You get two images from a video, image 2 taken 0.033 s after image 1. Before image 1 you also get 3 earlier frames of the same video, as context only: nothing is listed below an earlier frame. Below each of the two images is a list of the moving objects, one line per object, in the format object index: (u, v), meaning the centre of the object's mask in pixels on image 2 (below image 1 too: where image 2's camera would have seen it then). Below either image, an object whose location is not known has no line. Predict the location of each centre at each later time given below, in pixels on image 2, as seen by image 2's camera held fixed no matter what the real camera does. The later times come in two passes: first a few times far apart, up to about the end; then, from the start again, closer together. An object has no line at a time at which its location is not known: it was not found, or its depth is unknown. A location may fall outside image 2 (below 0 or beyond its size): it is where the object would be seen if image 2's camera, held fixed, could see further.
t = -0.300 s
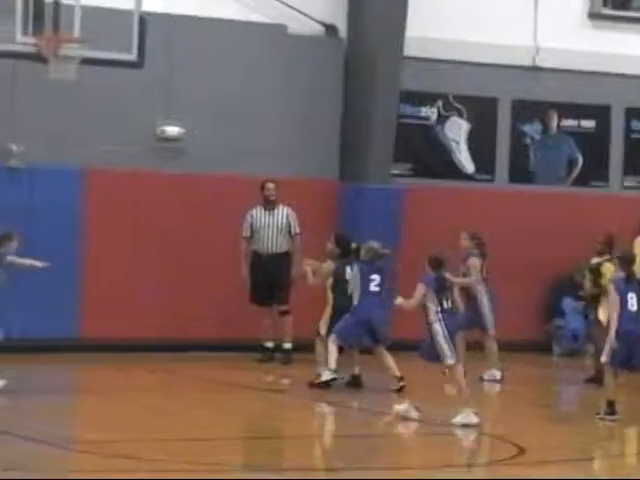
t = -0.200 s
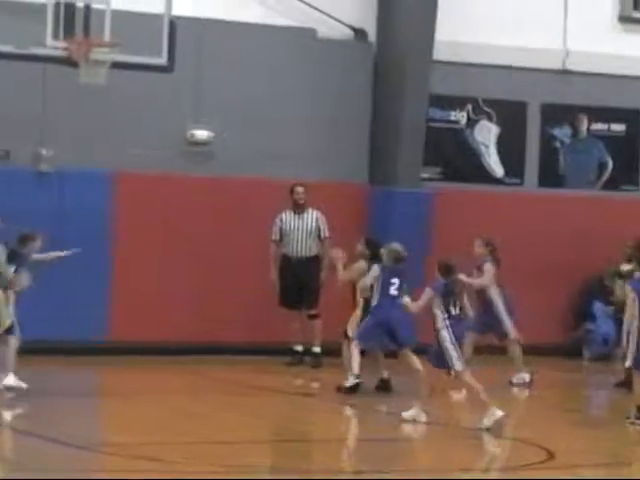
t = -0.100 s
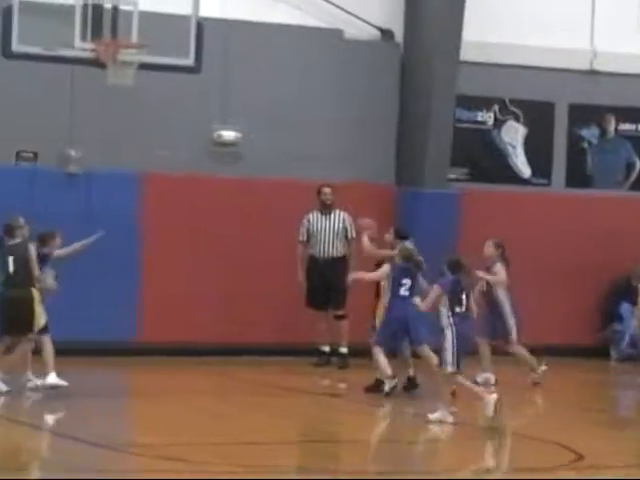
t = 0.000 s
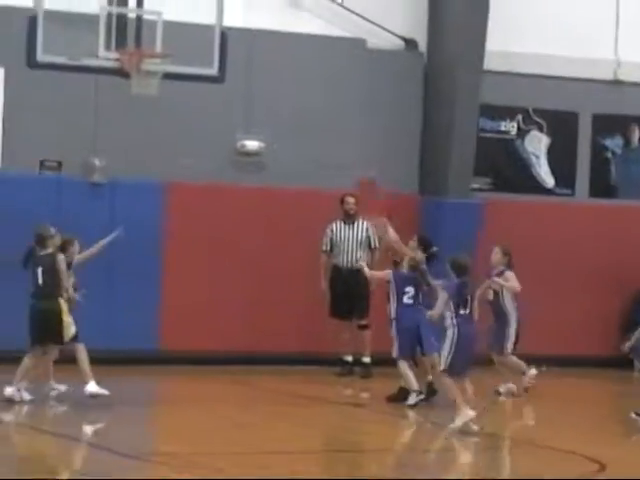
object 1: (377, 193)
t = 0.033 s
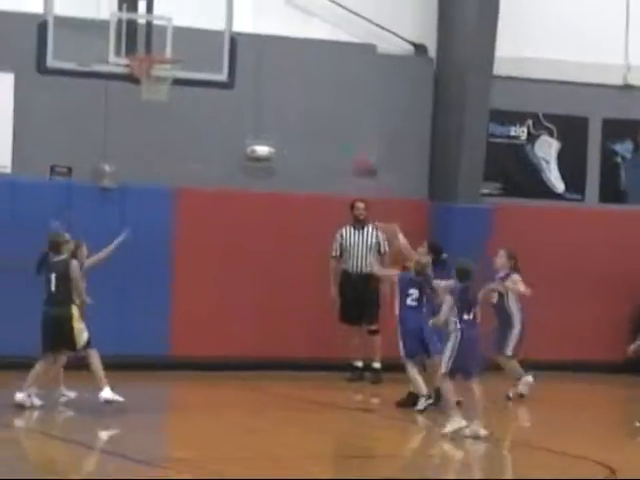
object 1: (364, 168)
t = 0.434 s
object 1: (243, 11)
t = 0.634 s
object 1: (183, -3)
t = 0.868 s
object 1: (141, 37)
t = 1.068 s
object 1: (182, 34)
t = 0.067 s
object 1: (354, 148)
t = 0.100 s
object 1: (347, 131)
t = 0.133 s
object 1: (336, 111)
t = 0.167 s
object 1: (326, 95)
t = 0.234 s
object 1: (305, 68)
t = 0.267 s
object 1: (295, 57)
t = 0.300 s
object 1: (285, 44)
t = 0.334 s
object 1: (275, 35)
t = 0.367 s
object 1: (265, 26)
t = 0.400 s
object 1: (254, 18)
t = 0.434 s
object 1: (243, 11)
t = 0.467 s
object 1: (232, 6)
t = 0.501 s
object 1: (221, 1)
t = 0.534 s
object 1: (211, -2)
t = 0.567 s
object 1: (200, -4)
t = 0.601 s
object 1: (189, -4)
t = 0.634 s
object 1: (183, -3)
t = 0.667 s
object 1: (177, -2)
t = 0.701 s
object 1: (171, 2)
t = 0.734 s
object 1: (165, 6)
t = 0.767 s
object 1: (159, 13)
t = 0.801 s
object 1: (154, 19)
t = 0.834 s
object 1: (147, 28)
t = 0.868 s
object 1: (141, 37)
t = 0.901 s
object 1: (137, 47)
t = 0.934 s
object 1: (141, 43)
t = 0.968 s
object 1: (153, 41)
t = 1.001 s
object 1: (163, 37)
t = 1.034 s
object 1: (171, 34)
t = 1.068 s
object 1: (182, 34)
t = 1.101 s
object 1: (190, 35)
